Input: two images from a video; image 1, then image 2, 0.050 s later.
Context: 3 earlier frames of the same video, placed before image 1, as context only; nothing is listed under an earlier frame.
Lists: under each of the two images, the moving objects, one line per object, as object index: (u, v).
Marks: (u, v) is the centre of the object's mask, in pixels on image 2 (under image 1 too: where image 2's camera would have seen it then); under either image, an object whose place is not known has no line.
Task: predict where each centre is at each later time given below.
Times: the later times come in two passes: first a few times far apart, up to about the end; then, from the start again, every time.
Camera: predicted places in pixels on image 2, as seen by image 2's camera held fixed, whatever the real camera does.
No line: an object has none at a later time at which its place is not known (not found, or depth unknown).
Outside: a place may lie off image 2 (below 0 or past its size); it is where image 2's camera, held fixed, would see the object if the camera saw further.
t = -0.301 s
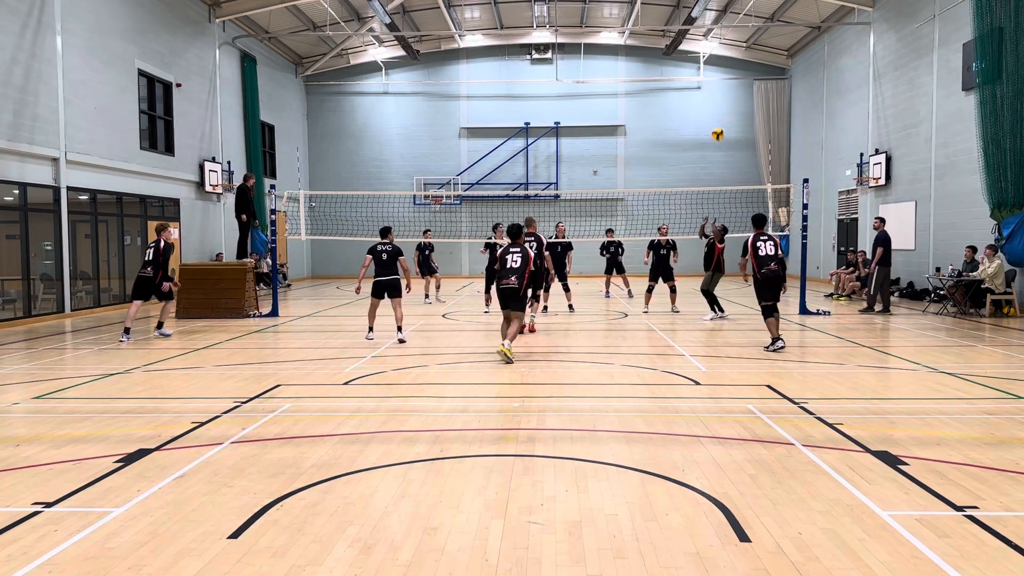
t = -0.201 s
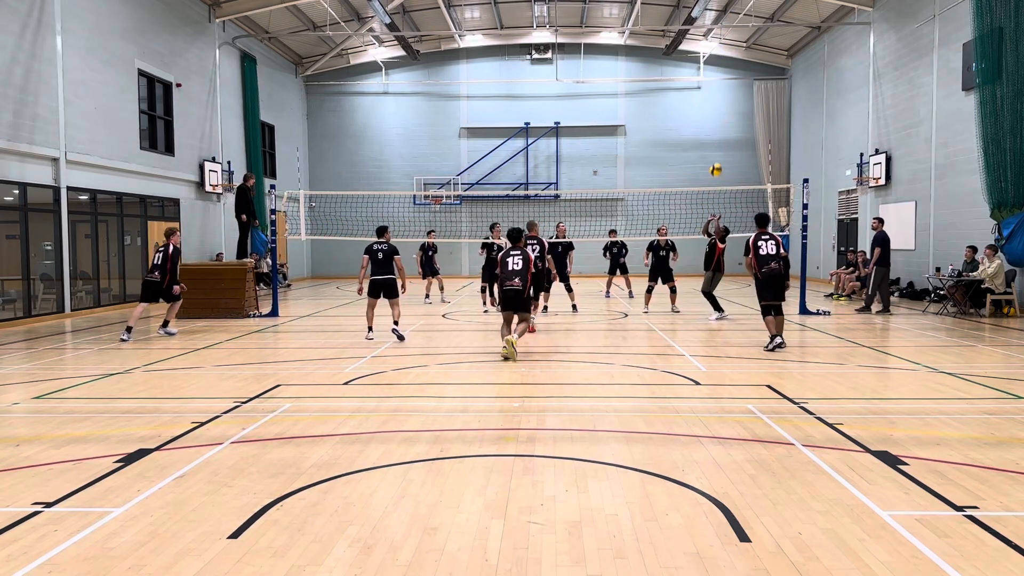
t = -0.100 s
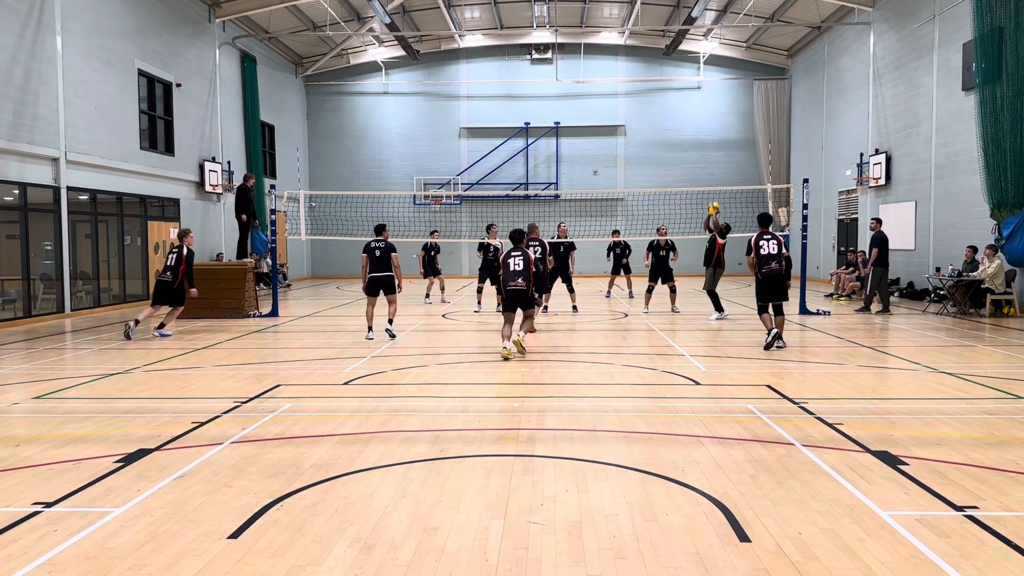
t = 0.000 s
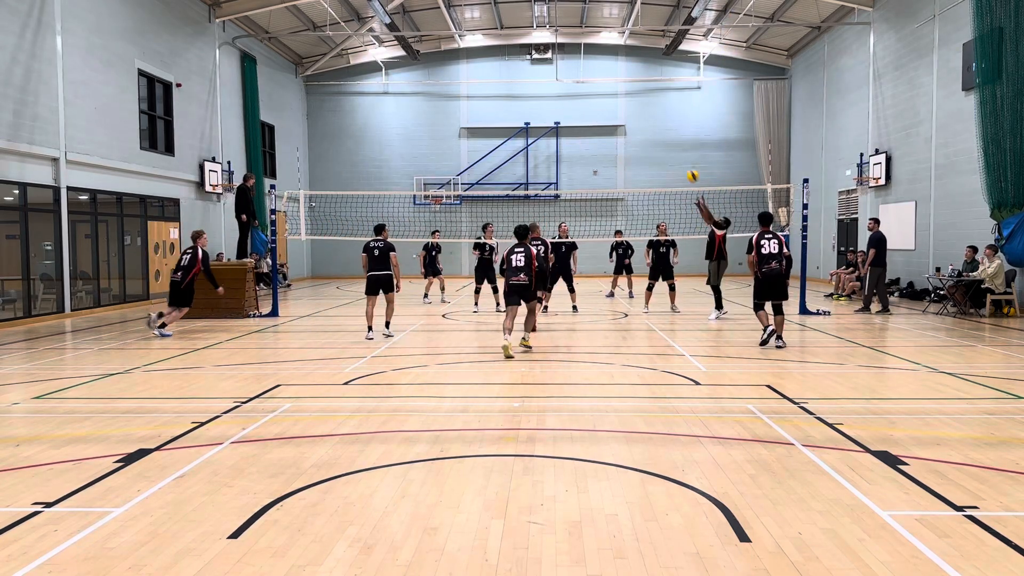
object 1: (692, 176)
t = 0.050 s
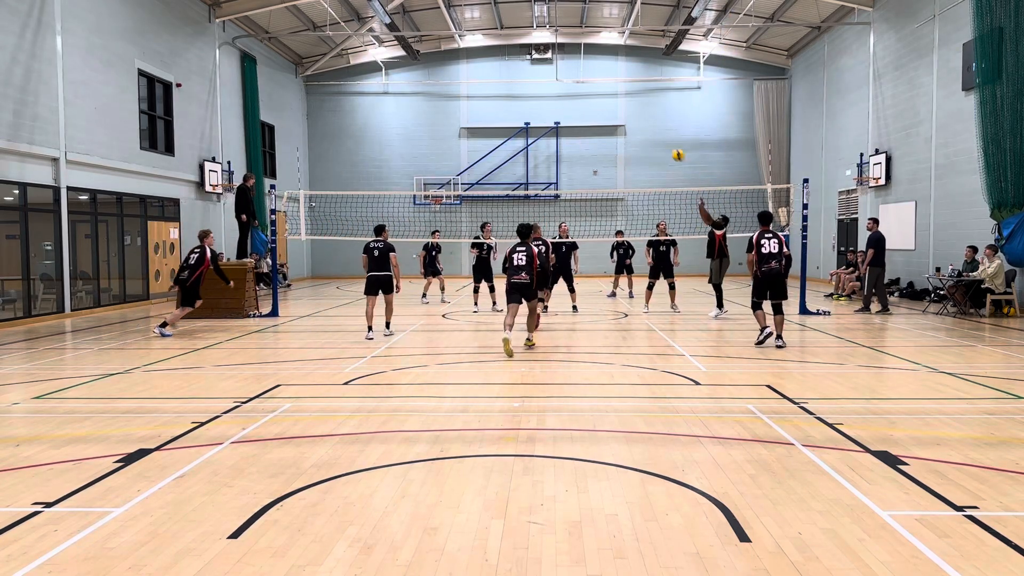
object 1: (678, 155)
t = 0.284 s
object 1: (615, 80)
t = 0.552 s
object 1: (548, 32)
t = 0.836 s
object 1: (480, 25)
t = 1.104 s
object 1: (419, 58)
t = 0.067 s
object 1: (673, 149)
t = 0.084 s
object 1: (668, 143)
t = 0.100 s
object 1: (663, 136)
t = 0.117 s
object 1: (659, 131)
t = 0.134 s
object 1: (655, 125)
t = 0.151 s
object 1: (650, 119)
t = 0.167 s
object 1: (646, 114)
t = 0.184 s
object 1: (641, 108)
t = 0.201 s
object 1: (637, 104)
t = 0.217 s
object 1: (632, 98)
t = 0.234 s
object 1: (627, 94)
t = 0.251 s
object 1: (624, 89)
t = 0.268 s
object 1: (619, 85)
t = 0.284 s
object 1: (615, 80)
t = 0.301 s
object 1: (610, 76)
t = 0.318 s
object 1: (606, 72)
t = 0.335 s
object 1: (602, 68)
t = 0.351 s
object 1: (597, 65)
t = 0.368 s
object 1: (593, 61)
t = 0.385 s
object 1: (589, 57)
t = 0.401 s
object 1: (584, 54)
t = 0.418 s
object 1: (580, 51)
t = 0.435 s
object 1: (576, 47)
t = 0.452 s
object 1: (572, 45)
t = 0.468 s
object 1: (568, 43)
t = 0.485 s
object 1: (564, 40)
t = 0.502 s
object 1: (560, 38)
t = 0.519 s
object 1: (555, 36)
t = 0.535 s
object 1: (552, 34)
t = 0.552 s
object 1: (548, 32)
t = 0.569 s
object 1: (543, 30)
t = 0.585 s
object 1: (539, 29)
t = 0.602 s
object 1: (535, 27)
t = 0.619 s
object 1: (531, 26)
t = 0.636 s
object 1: (527, 25)
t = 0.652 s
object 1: (523, 25)
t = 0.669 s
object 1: (519, 24)
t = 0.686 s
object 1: (514, 23)
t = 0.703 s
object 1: (511, 23)
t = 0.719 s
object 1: (507, 23)
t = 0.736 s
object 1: (503, 23)
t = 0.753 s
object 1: (499, 23)
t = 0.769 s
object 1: (496, 23)
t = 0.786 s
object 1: (492, 24)
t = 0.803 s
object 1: (488, 24)
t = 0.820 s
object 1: (483, 24)
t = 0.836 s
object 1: (480, 25)
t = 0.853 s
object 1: (476, 27)
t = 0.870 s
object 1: (472, 28)
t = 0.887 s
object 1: (468, 29)
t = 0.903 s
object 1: (464, 30)
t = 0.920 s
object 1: (461, 32)
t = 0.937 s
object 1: (457, 34)
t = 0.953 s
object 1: (453, 35)
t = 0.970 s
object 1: (449, 37)
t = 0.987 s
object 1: (445, 40)
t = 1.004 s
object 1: (441, 42)
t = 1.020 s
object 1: (438, 44)
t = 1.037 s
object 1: (434, 47)
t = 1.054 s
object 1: (430, 49)
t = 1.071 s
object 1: (427, 52)
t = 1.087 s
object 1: (423, 55)
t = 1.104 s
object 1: (419, 58)
